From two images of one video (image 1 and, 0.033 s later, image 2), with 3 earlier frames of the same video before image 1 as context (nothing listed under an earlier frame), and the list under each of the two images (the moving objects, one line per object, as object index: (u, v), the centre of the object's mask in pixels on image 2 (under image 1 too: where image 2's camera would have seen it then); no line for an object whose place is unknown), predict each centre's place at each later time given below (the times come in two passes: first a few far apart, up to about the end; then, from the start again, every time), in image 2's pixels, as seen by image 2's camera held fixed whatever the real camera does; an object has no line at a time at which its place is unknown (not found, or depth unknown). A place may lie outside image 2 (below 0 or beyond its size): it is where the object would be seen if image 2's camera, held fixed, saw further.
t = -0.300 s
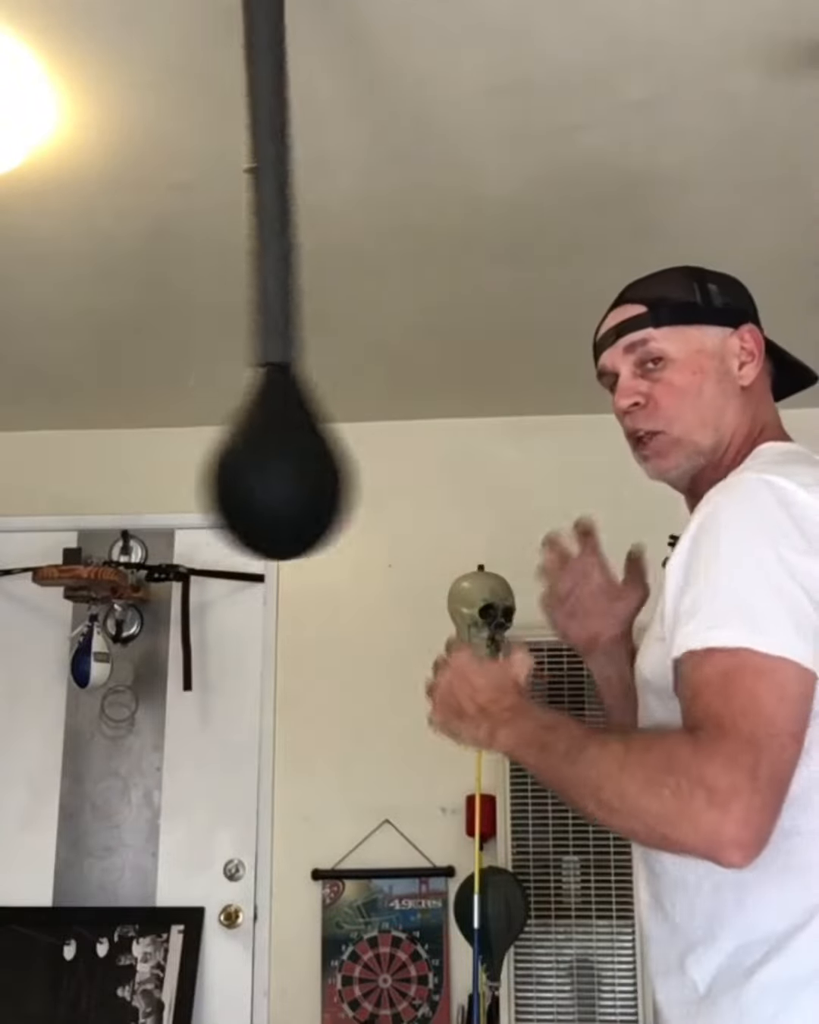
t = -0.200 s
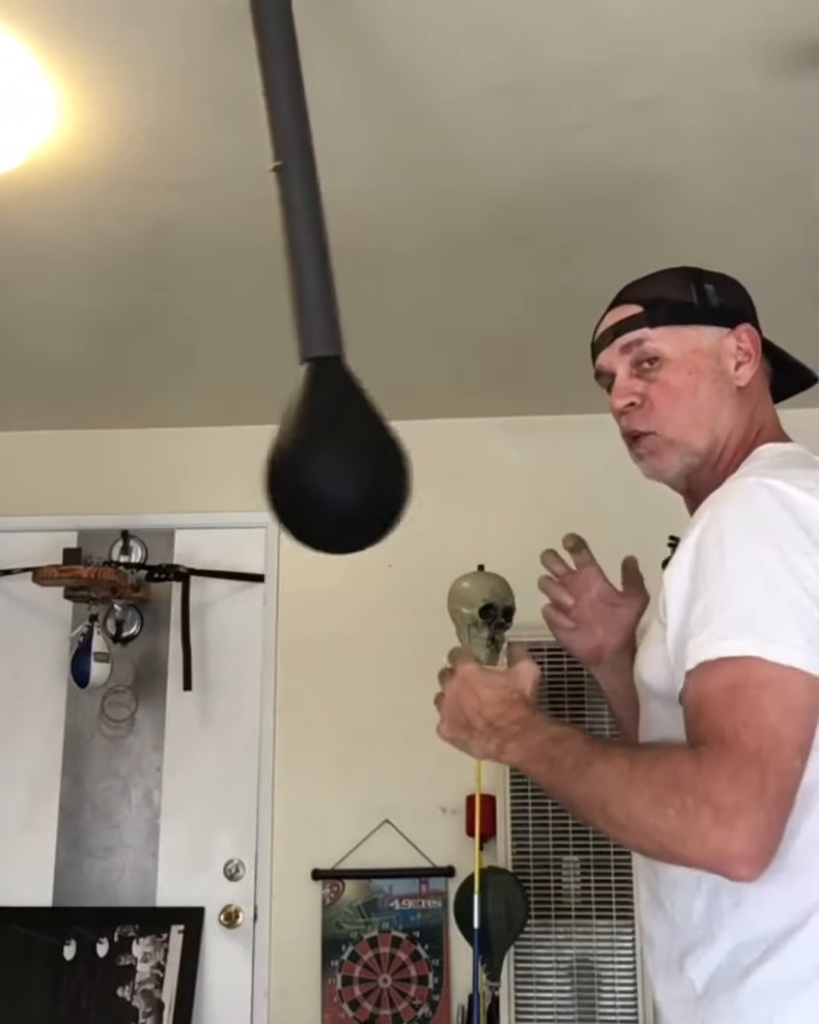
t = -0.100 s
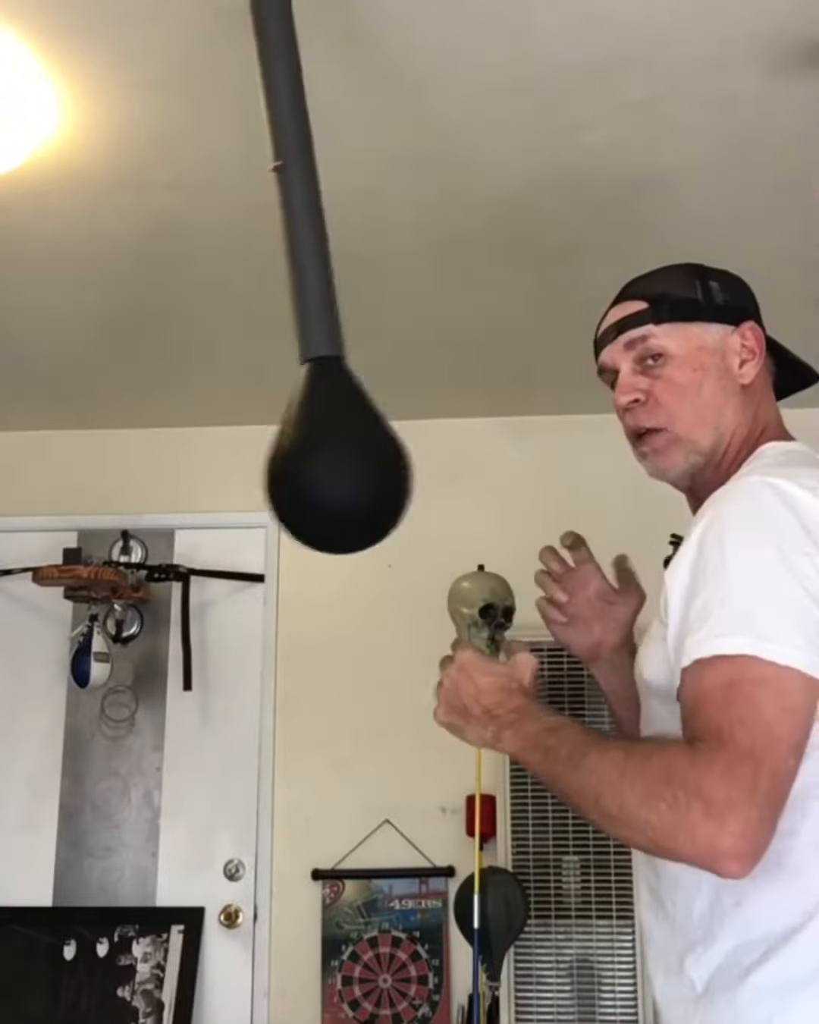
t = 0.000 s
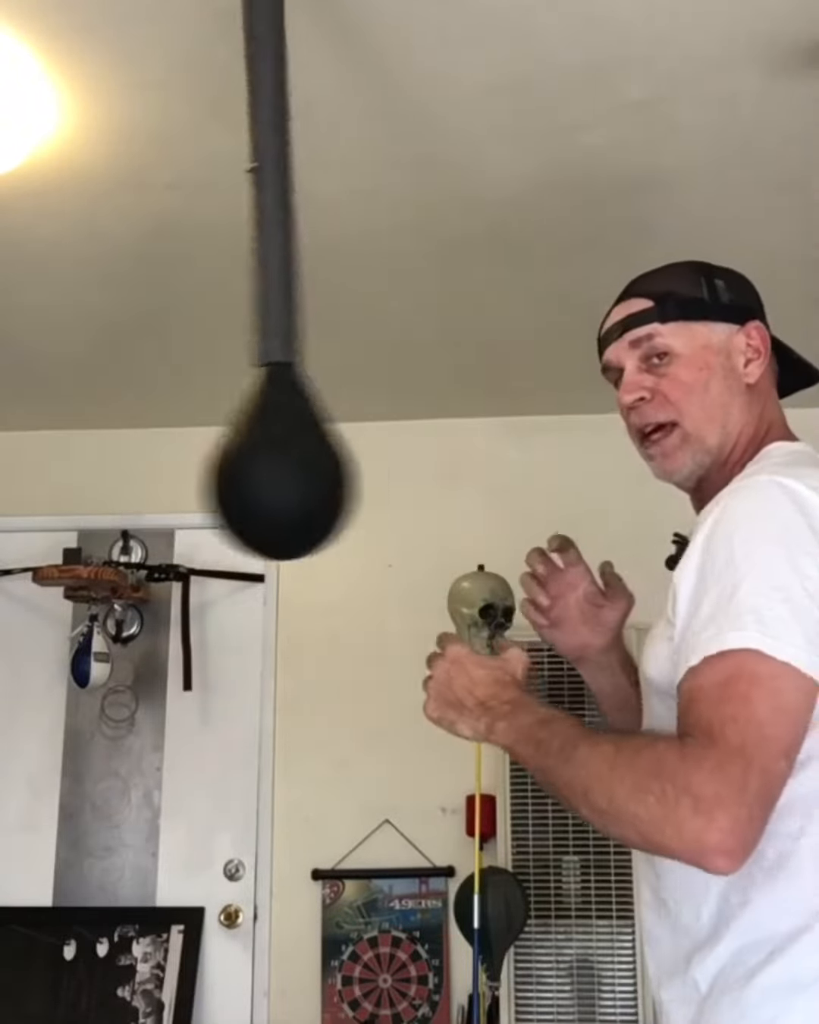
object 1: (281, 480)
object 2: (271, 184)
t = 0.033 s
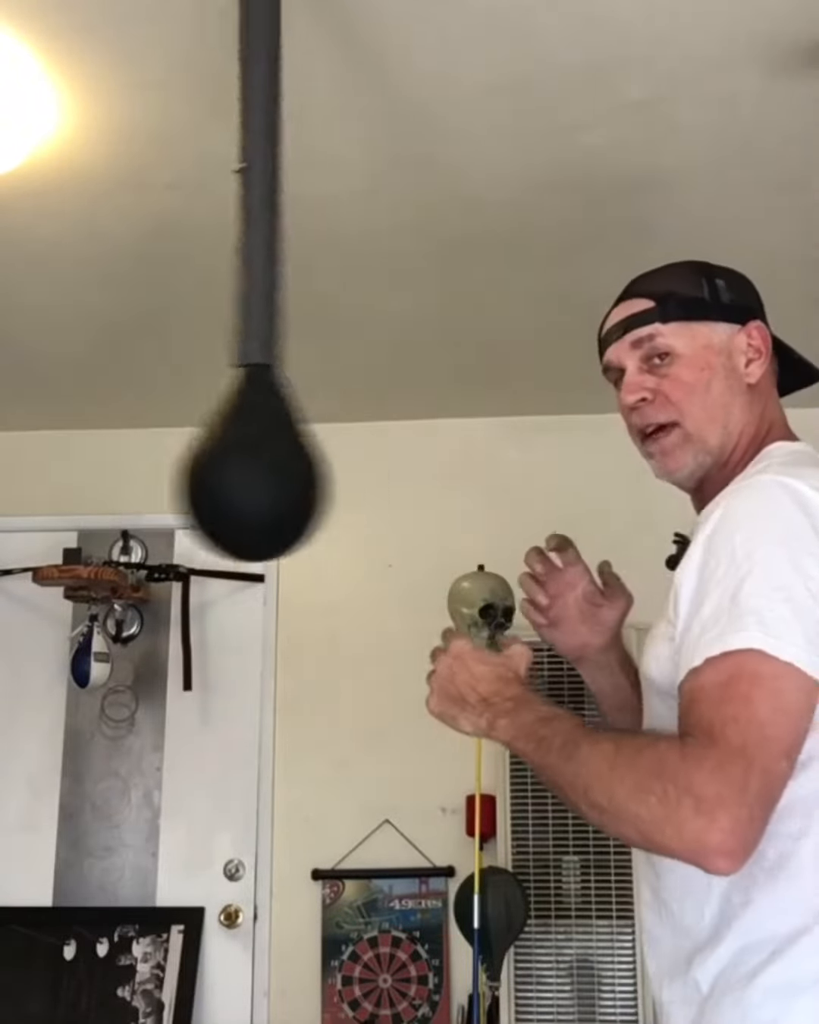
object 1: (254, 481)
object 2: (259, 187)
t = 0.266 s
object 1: (183, 479)
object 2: (225, 193)
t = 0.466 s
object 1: (290, 480)
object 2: (276, 183)
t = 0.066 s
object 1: (228, 481)
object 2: (247, 188)
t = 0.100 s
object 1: (206, 488)
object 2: (237, 191)
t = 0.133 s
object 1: (191, 480)
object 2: (229, 193)
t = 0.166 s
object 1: (180, 479)
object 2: (224, 194)
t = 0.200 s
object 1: (175, 479)
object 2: (221, 194)
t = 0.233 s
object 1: (176, 479)
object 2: (221, 194)
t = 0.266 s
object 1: (183, 479)
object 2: (225, 193)
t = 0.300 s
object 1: (195, 481)
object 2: (231, 192)
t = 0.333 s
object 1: (211, 480)
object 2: (239, 192)
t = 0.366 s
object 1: (232, 482)
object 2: (249, 192)
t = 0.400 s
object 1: (254, 482)
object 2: (259, 190)
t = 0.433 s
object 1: (274, 481)
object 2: (269, 182)
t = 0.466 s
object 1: (290, 480)
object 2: (276, 183)
